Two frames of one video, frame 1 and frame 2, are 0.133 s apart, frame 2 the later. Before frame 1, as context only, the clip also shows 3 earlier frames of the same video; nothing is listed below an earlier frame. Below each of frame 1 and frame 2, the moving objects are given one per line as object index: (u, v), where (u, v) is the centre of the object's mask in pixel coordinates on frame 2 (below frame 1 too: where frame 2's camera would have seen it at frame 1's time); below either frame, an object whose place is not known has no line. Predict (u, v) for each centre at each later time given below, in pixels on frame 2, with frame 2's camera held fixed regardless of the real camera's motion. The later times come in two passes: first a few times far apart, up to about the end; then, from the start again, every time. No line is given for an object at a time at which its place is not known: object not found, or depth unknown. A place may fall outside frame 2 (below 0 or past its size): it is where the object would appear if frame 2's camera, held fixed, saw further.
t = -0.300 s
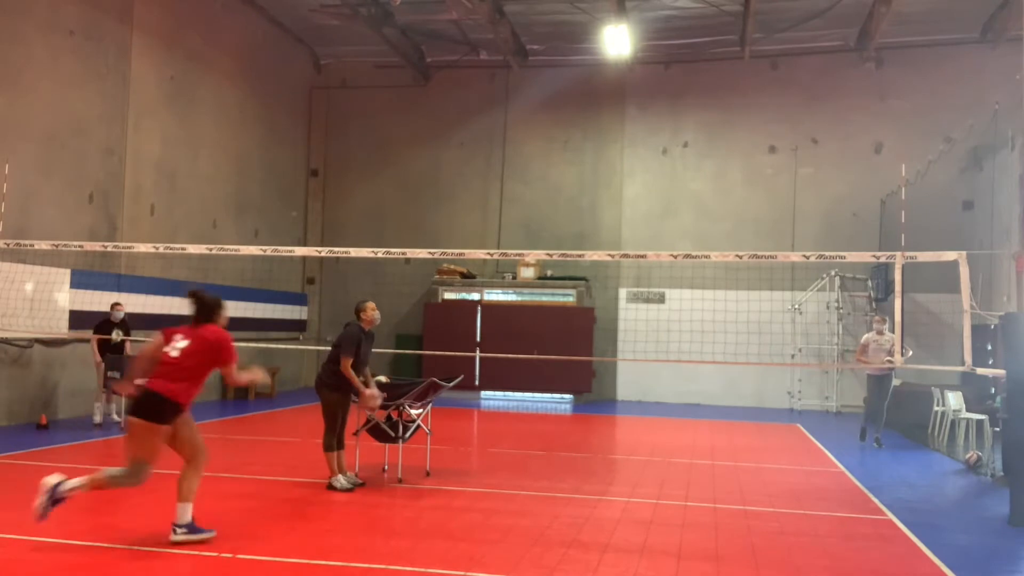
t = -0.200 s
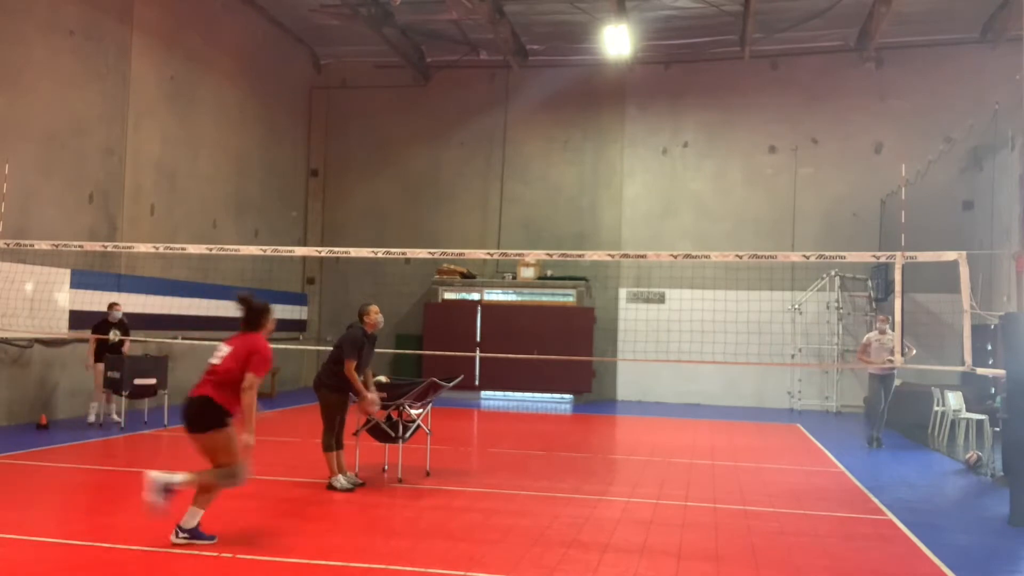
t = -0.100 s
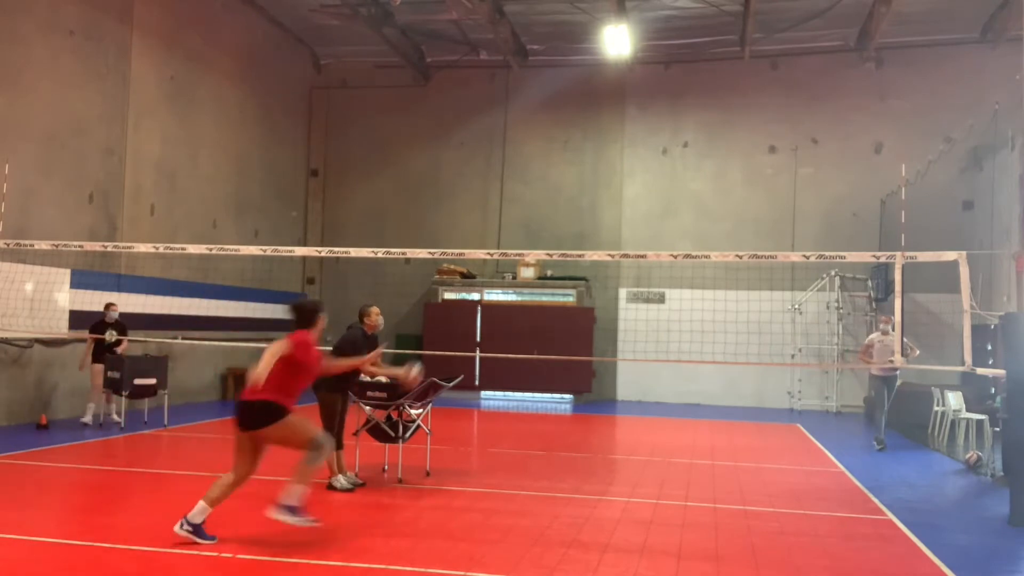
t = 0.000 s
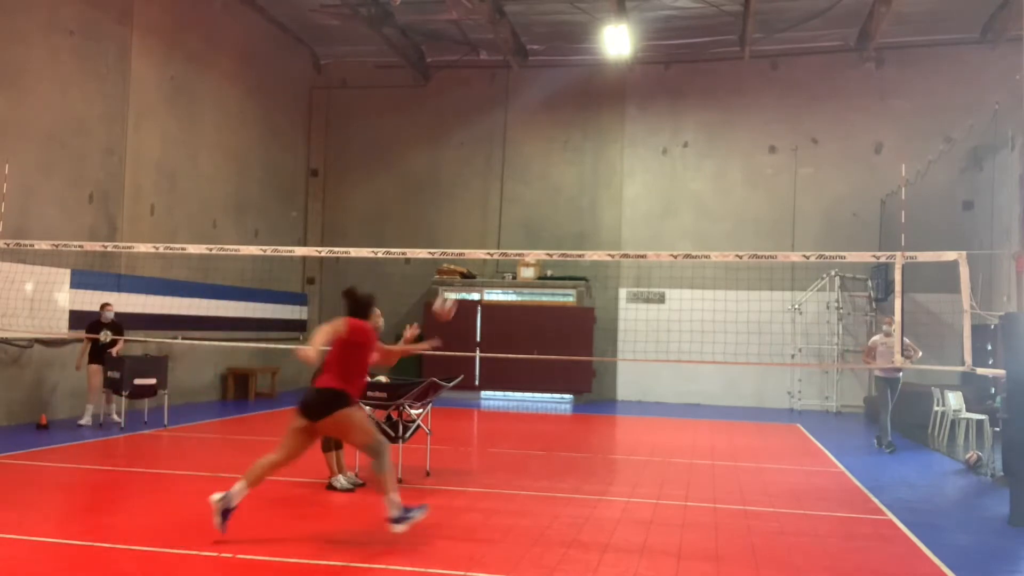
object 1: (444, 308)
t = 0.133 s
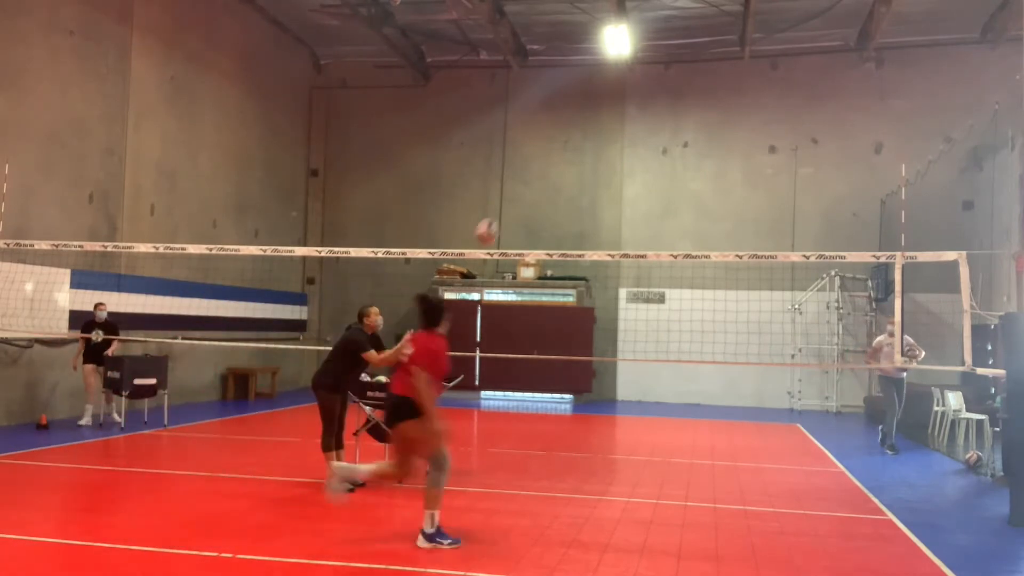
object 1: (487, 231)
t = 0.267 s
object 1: (526, 178)
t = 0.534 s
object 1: (609, 129)
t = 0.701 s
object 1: (659, 139)
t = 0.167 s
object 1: (497, 216)
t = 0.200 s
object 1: (506, 202)
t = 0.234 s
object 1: (517, 189)
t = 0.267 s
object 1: (526, 178)
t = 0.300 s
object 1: (537, 167)
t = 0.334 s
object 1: (547, 159)
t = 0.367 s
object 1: (558, 151)
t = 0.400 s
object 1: (568, 144)
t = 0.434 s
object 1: (579, 138)
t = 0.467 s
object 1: (590, 134)
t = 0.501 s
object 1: (600, 131)
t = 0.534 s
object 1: (609, 129)
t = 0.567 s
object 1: (619, 129)
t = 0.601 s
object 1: (630, 129)
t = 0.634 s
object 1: (639, 131)
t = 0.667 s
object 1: (649, 134)
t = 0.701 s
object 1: (659, 139)
